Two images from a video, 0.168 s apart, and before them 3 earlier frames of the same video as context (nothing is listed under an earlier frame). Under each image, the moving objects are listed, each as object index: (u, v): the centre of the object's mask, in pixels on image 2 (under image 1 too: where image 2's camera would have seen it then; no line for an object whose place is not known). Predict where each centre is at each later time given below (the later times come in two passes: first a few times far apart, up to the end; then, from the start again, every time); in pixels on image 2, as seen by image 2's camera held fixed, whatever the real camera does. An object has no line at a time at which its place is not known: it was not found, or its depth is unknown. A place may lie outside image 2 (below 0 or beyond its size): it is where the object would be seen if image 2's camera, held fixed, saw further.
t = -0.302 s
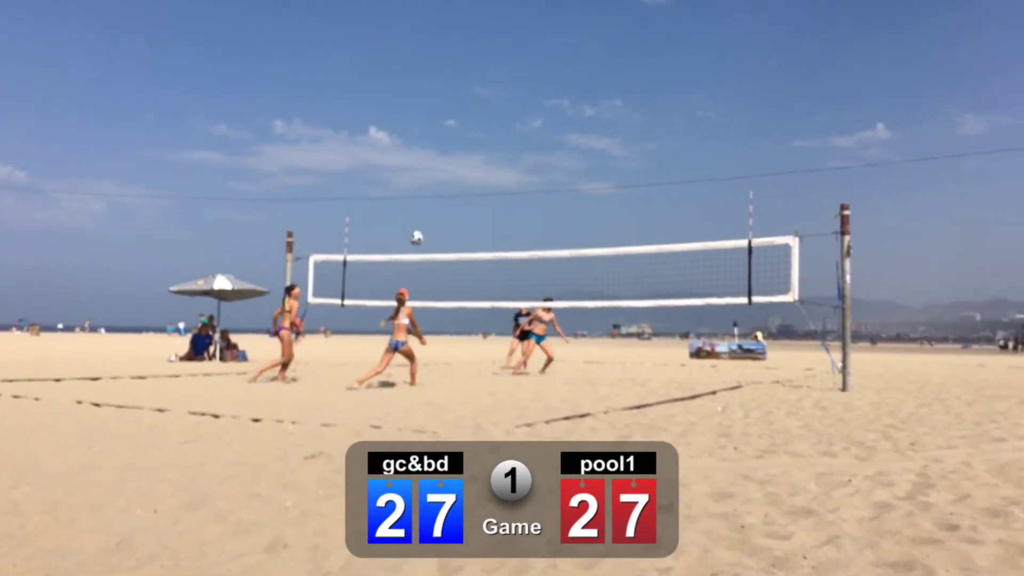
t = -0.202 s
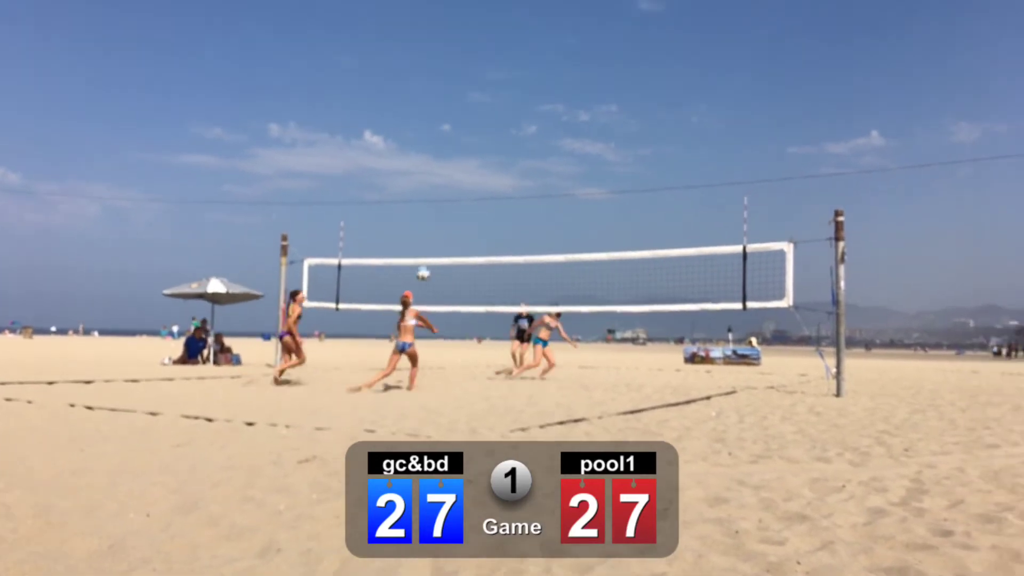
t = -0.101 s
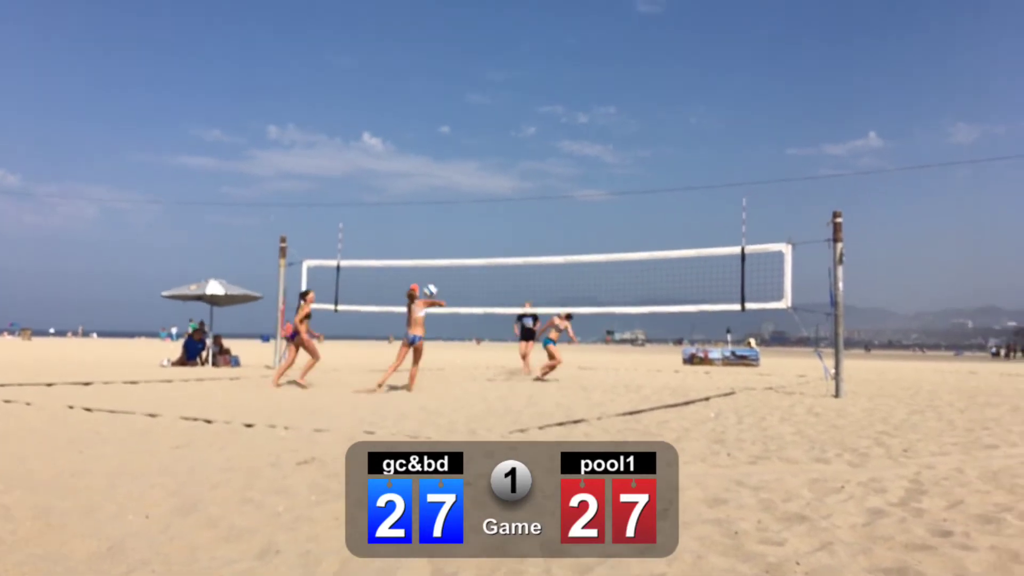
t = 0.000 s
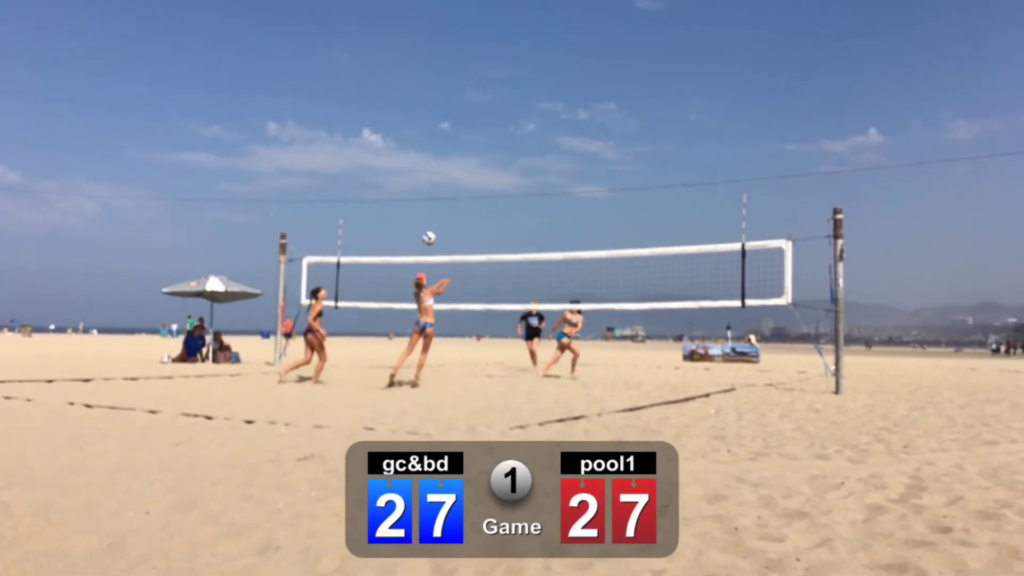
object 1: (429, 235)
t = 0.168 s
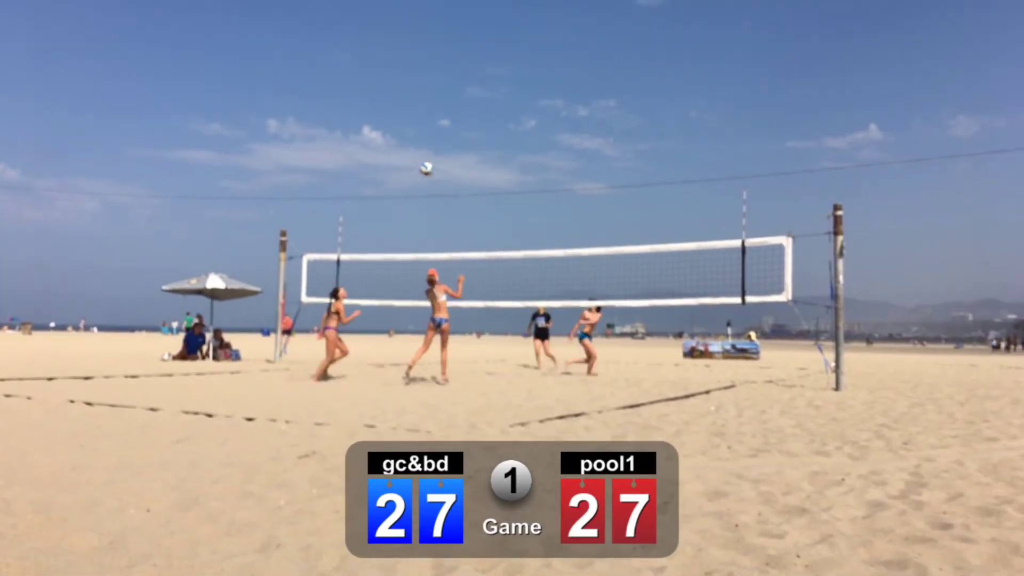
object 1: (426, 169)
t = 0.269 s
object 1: (426, 139)
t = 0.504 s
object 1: (425, 92)
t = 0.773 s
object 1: (425, 79)
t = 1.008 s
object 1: (425, 99)
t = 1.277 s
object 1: (424, 157)
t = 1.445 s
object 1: (424, 211)
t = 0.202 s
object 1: (426, 158)
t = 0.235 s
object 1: (425, 148)
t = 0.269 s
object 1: (426, 139)
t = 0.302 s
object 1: (425, 130)
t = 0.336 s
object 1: (425, 122)
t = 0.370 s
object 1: (425, 115)
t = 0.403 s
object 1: (425, 109)
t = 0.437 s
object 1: (425, 102)
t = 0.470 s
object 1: (425, 97)
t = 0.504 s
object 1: (425, 92)
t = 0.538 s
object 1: (425, 88)
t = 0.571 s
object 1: (425, 85)
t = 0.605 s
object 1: (425, 83)
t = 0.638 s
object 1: (425, 80)
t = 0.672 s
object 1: (425, 79)
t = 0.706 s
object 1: (425, 78)
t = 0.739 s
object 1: (425, 78)
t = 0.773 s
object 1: (425, 79)
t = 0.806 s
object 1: (425, 80)
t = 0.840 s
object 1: (425, 82)
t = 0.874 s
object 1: (425, 84)
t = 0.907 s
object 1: (425, 87)
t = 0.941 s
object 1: (425, 91)
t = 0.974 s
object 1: (425, 95)
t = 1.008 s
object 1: (425, 99)
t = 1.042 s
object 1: (424, 105)
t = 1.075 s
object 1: (424, 111)
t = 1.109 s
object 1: (424, 117)
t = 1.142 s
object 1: (424, 124)
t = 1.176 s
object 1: (424, 131)
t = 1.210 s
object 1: (424, 139)
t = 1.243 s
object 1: (424, 148)
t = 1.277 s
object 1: (424, 157)
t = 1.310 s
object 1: (424, 167)
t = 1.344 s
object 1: (424, 178)
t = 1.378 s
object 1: (424, 188)
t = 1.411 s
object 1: (424, 199)
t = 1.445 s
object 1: (424, 211)
